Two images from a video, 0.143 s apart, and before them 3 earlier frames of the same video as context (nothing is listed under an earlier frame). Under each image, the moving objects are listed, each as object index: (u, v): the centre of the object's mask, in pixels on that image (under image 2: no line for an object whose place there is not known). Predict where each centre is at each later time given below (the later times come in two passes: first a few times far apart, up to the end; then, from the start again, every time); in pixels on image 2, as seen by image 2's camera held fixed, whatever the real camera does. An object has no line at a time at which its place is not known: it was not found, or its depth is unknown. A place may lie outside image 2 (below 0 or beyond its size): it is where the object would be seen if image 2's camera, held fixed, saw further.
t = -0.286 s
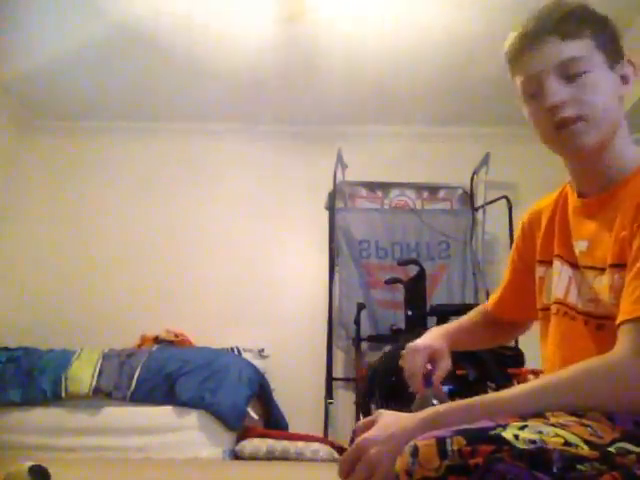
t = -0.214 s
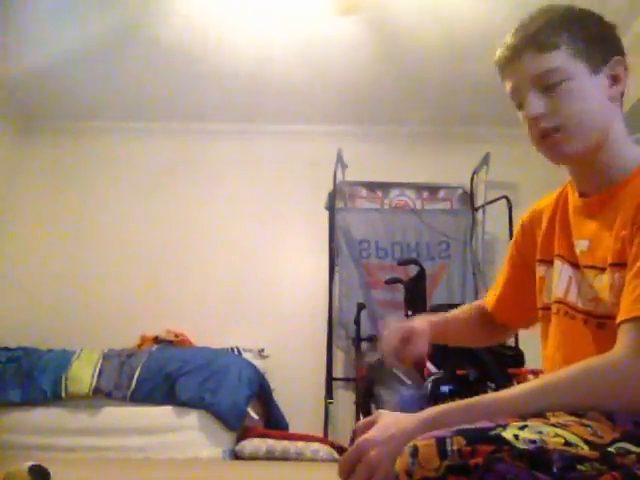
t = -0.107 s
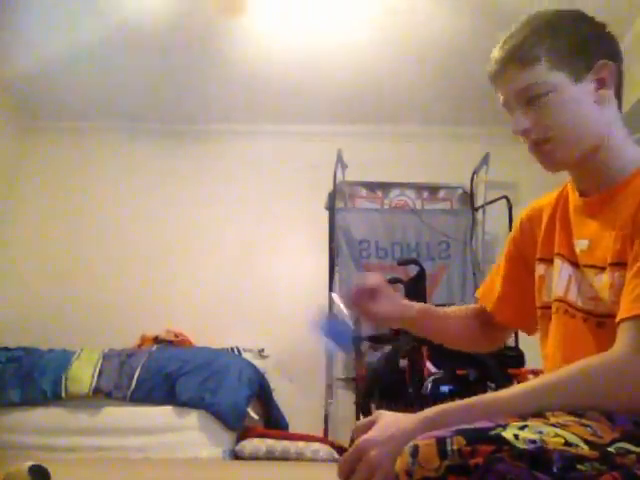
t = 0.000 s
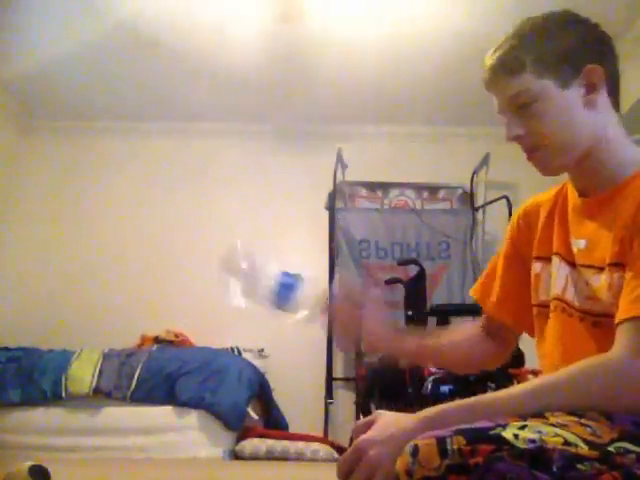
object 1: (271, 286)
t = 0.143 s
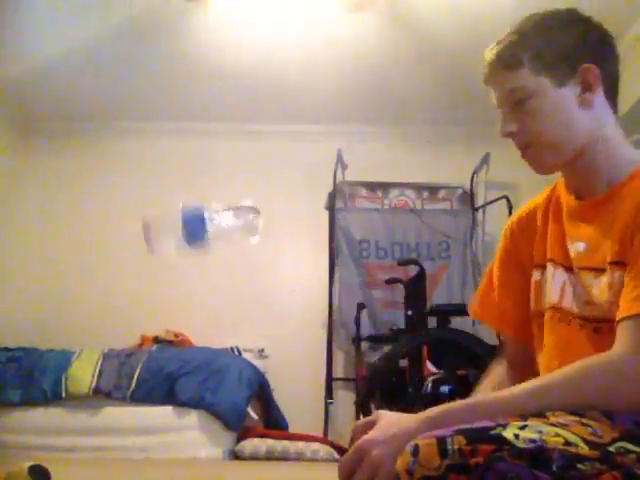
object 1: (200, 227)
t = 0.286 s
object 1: (194, 282)
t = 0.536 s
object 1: (167, 431)
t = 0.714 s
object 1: (167, 430)
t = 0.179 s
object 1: (204, 217)
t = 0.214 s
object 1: (205, 222)
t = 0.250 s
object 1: (204, 236)
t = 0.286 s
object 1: (194, 282)
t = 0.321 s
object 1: (186, 324)
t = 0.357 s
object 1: (181, 373)
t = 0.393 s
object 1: (173, 414)
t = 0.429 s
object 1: (170, 431)
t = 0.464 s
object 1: (168, 431)
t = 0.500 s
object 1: (168, 431)
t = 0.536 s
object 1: (167, 431)
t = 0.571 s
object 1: (166, 431)
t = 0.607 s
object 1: (166, 431)
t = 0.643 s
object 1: (167, 431)
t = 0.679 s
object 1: (167, 430)
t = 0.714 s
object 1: (167, 430)
